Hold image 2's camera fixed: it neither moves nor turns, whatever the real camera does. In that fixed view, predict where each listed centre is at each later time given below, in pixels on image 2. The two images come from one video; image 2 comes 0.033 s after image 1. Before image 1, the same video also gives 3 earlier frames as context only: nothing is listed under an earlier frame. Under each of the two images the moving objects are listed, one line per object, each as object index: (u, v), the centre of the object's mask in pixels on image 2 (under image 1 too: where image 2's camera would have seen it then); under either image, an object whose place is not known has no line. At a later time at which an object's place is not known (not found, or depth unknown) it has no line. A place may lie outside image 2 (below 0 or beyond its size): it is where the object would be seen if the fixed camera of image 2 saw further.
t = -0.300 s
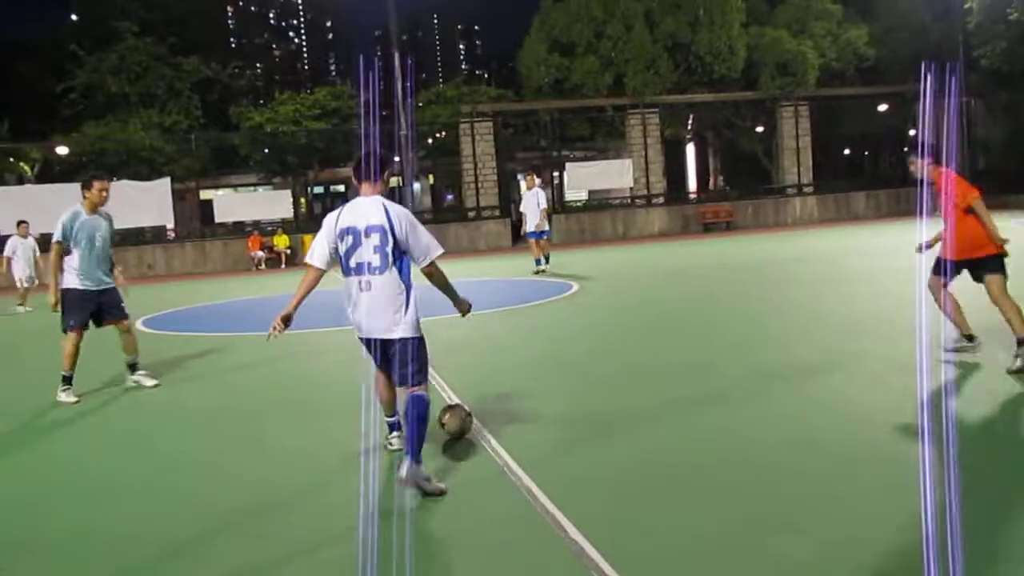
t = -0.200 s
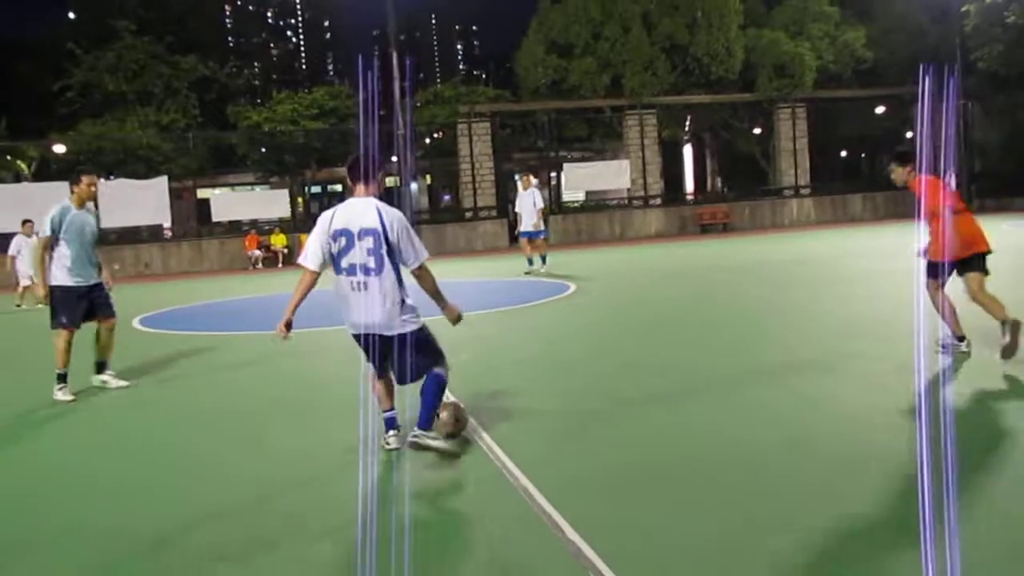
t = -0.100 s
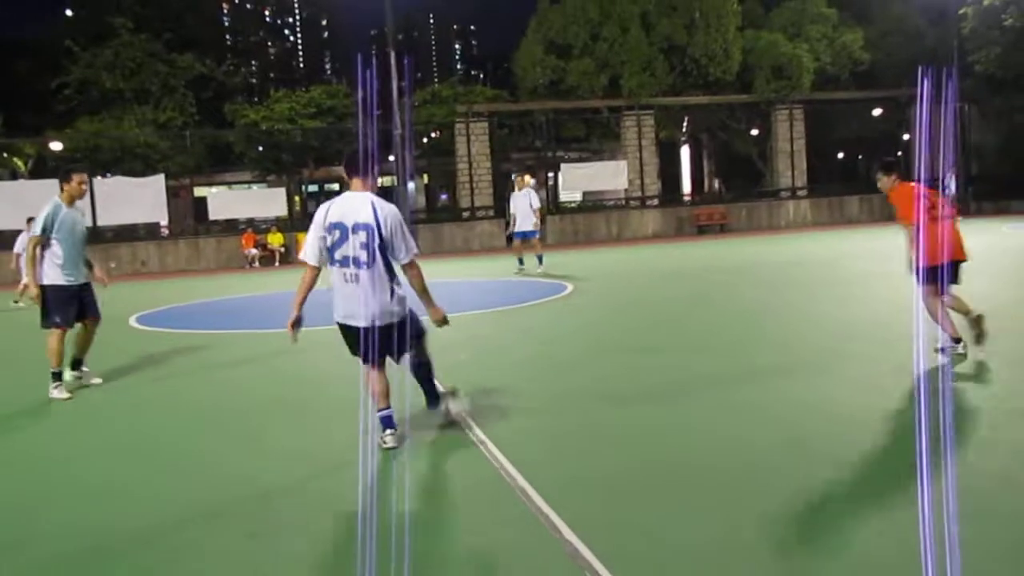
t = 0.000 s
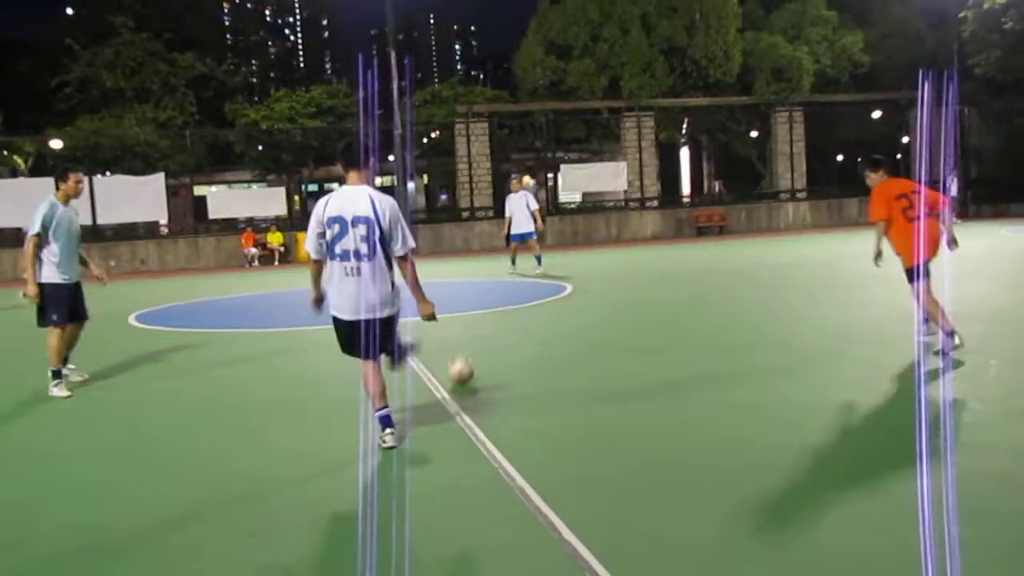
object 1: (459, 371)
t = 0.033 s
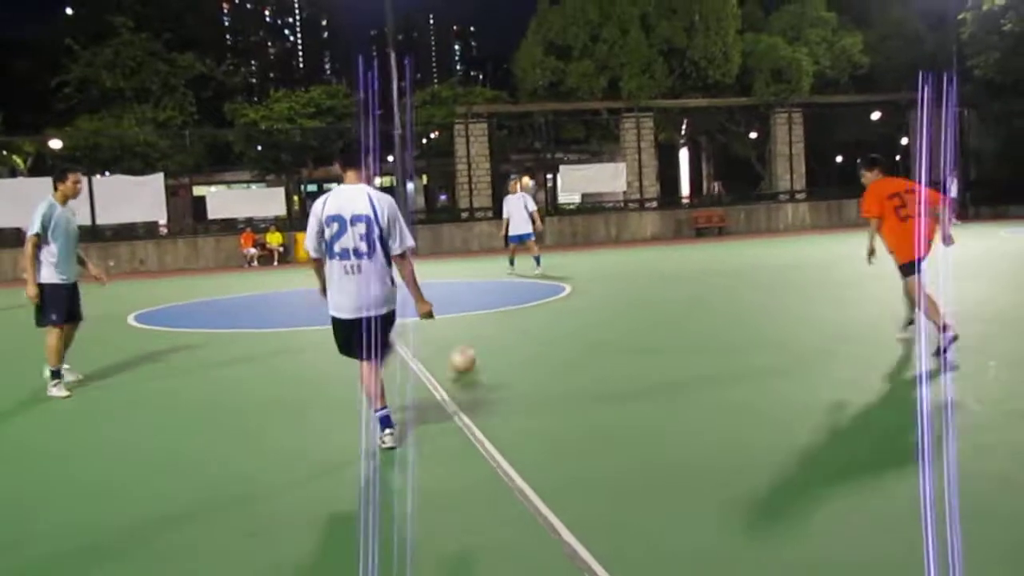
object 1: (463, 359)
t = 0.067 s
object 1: (466, 353)
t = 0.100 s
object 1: (468, 347)
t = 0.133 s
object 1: (471, 342)
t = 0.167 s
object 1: (473, 336)
